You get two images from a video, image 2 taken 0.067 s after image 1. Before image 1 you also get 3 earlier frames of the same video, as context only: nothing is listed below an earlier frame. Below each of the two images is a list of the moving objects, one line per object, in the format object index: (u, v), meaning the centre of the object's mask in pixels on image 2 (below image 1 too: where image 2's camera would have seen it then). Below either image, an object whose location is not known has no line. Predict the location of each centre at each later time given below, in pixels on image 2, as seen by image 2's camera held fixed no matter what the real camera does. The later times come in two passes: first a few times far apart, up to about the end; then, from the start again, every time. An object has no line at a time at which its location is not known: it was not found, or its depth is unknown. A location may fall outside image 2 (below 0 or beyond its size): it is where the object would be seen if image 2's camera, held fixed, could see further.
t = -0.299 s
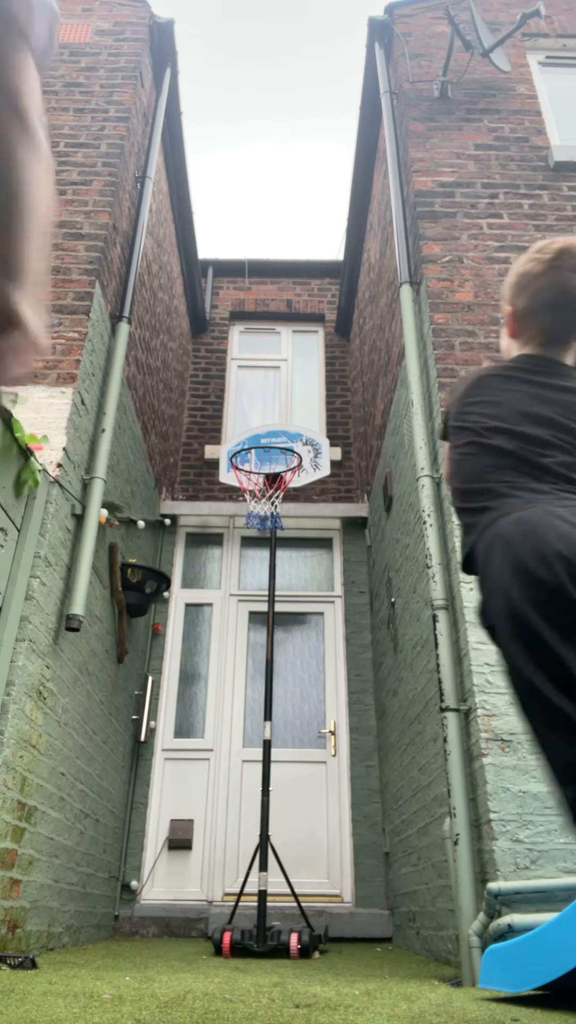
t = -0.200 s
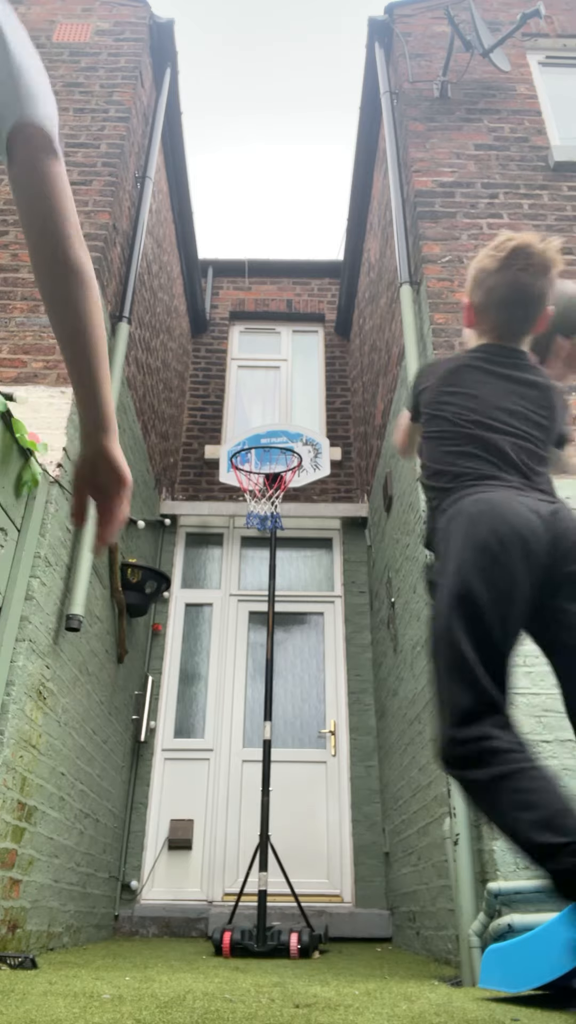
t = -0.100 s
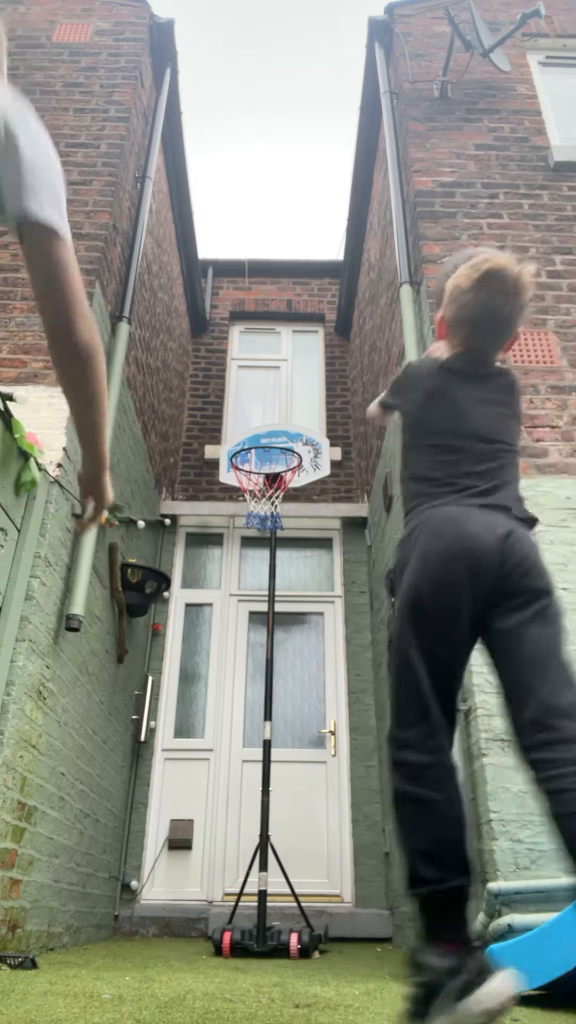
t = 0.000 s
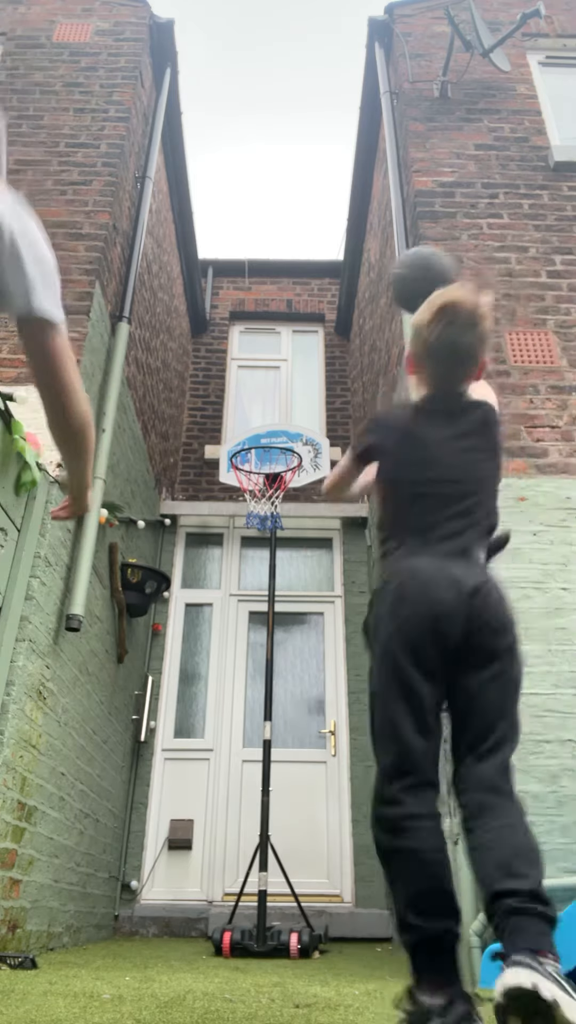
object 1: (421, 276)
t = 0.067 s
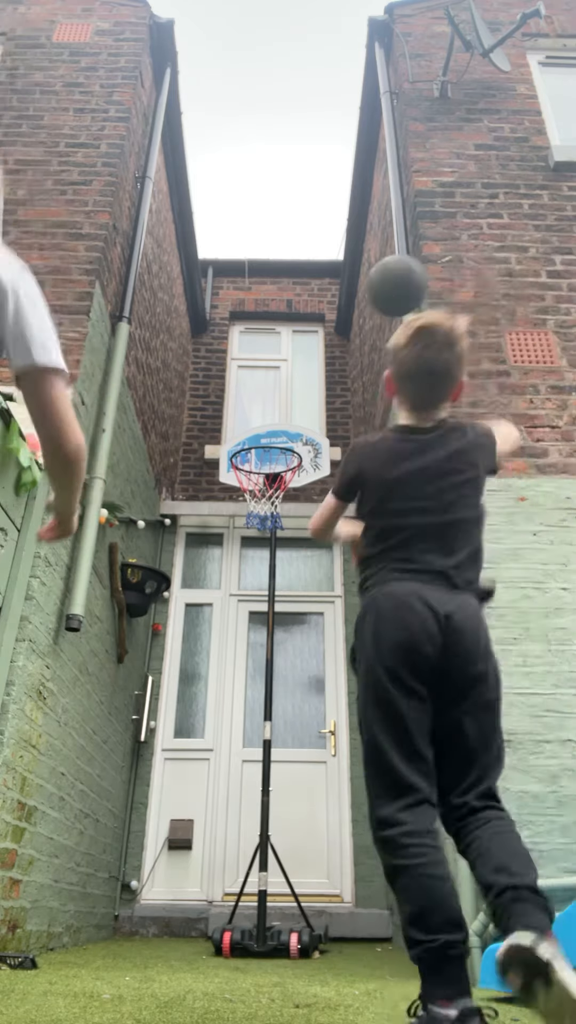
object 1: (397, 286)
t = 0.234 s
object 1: (351, 323)
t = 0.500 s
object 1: (306, 434)
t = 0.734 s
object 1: (320, 448)
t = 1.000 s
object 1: (337, 483)
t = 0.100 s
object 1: (384, 292)
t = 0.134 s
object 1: (375, 298)
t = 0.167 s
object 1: (367, 305)
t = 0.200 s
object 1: (359, 314)
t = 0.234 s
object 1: (351, 323)
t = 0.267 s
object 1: (345, 334)
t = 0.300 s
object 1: (339, 345)
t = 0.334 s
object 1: (333, 357)
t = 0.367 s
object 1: (327, 372)
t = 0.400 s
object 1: (321, 386)
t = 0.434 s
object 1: (316, 401)
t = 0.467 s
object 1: (311, 417)
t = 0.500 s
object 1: (306, 434)
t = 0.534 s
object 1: (306, 441)
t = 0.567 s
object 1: (309, 440)
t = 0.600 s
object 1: (311, 439)
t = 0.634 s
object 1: (313, 439)
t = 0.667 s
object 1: (316, 441)
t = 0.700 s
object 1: (318, 444)
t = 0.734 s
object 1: (320, 448)
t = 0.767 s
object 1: (322, 449)
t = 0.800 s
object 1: (325, 451)
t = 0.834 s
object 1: (327, 455)
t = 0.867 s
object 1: (329, 458)
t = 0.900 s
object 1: (330, 462)
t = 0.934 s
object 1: (333, 468)
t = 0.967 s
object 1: (336, 476)
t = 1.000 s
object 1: (337, 483)
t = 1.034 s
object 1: (338, 491)
